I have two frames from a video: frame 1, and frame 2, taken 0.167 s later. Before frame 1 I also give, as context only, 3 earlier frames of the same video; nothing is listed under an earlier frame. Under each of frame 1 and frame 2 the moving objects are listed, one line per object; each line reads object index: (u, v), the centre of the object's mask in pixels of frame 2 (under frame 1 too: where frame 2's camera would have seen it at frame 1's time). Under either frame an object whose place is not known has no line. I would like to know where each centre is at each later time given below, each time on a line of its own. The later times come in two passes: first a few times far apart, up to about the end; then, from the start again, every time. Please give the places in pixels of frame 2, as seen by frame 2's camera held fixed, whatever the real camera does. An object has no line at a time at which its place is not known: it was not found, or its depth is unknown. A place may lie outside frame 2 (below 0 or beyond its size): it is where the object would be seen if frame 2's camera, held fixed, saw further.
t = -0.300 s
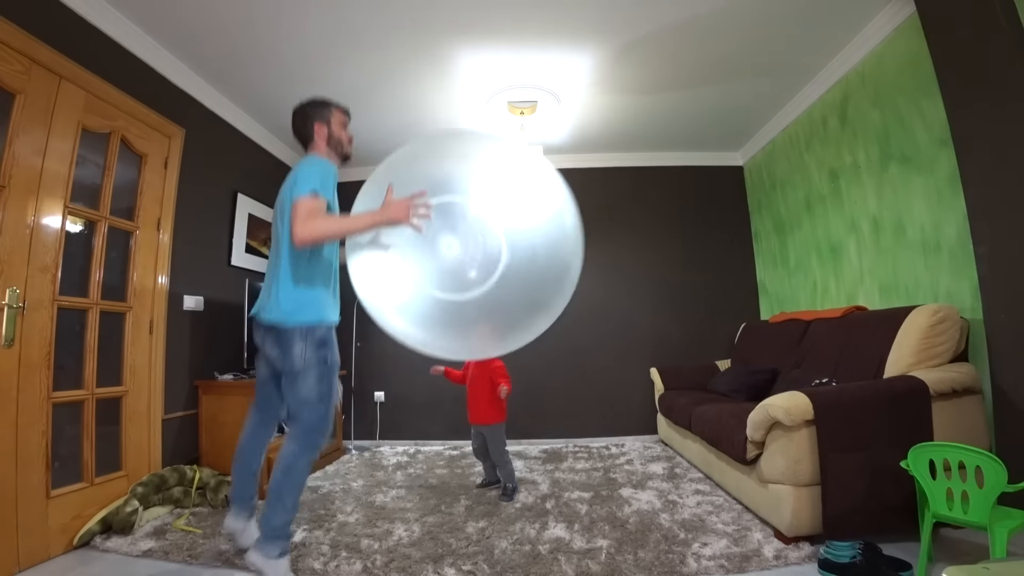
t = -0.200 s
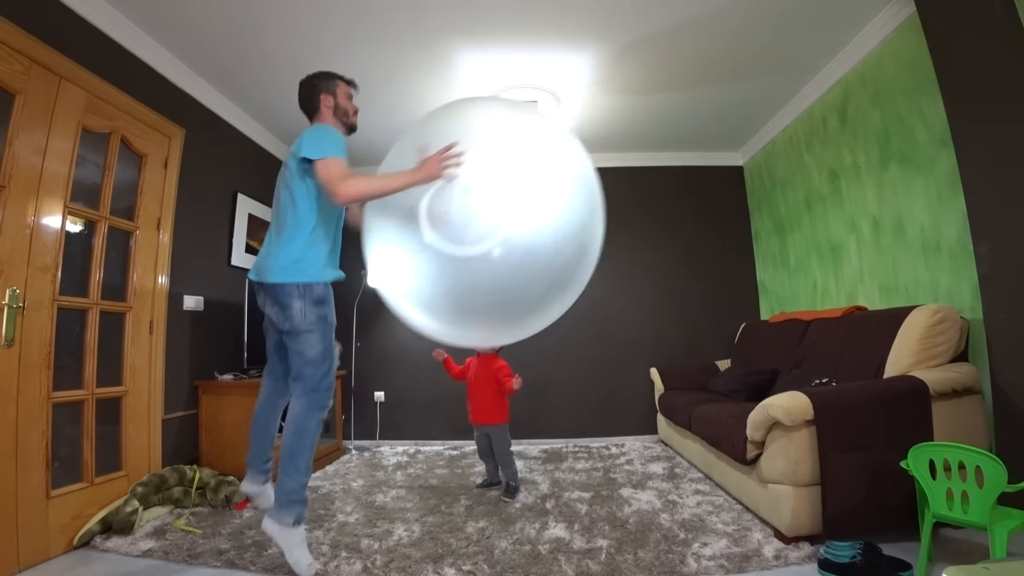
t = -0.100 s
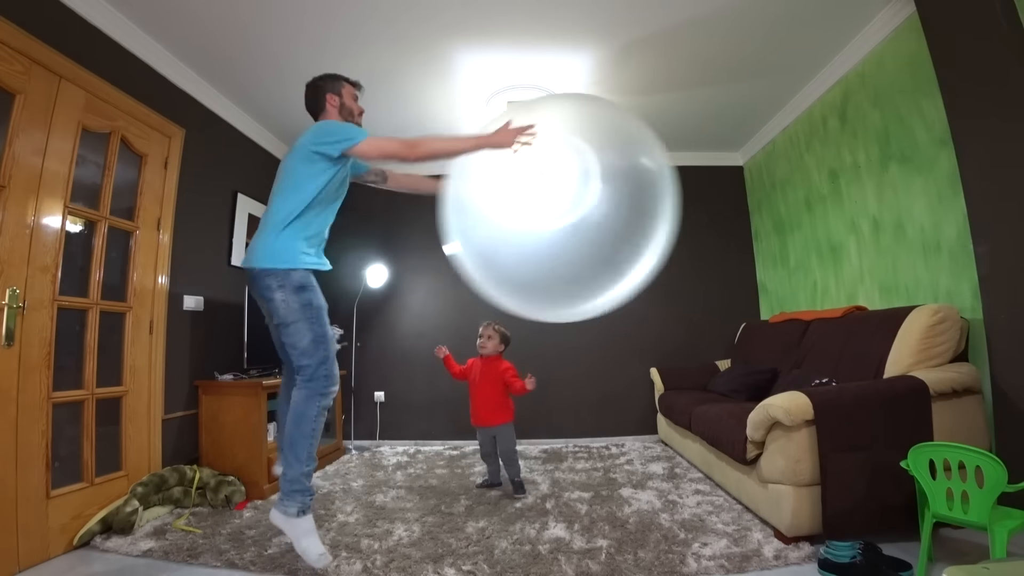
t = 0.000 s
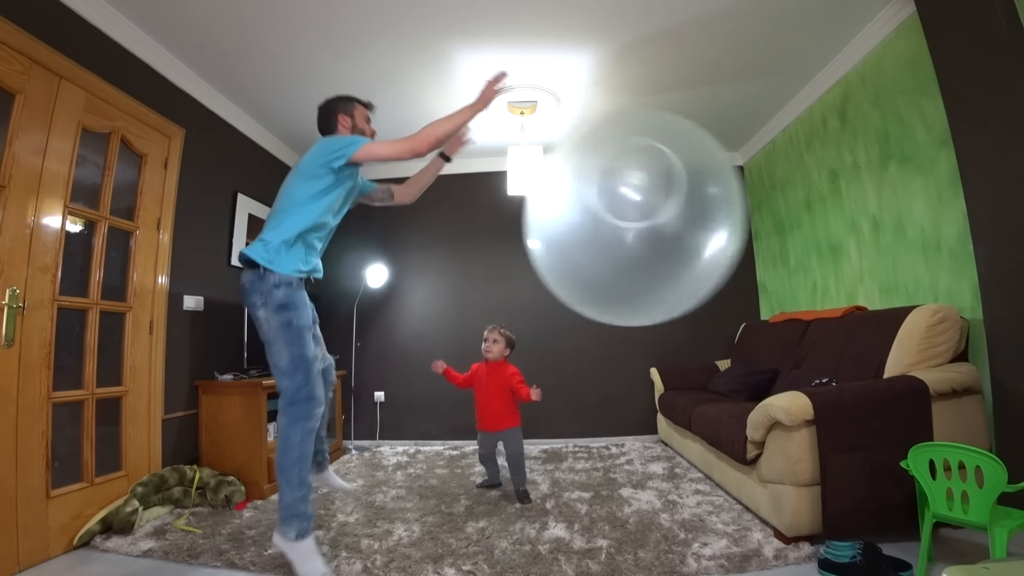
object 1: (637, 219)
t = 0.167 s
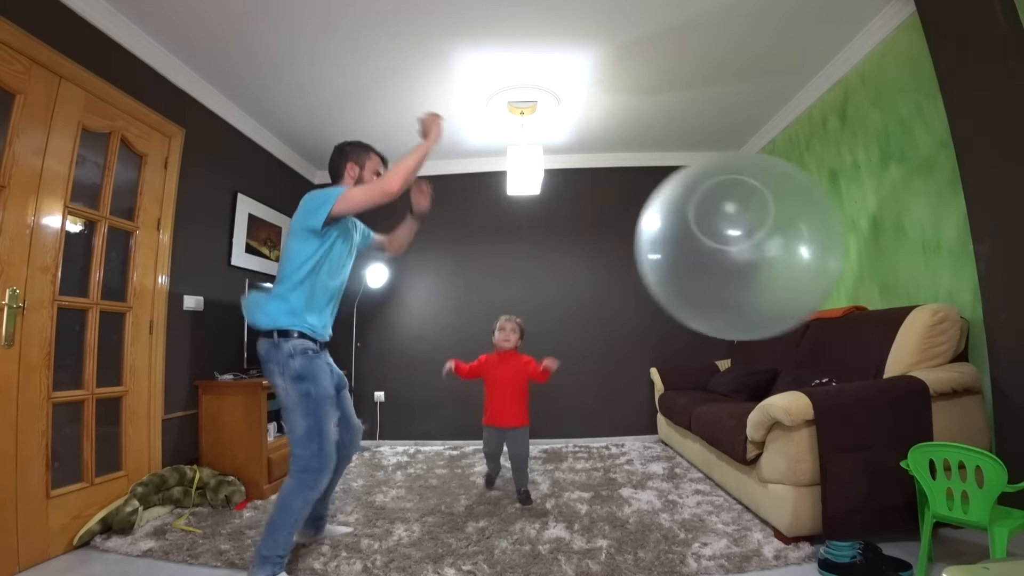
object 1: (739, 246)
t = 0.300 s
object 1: (802, 277)
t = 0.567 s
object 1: (744, 212)
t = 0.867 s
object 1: (661, 157)
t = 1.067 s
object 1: (629, 181)
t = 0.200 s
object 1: (758, 252)
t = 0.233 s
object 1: (773, 260)
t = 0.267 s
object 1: (788, 269)
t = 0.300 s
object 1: (802, 277)
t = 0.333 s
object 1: (812, 278)
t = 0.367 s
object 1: (813, 275)
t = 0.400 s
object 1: (802, 267)
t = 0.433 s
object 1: (787, 255)
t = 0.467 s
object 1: (775, 243)
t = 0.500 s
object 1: (764, 231)
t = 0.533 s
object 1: (754, 221)
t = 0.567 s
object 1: (744, 212)
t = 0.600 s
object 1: (730, 203)
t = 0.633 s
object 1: (720, 194)
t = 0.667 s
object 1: (712, 185)
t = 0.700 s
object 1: (703, 180)
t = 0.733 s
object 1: (693, 174)
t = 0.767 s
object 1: (683, 169)
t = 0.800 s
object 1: (678, 163)
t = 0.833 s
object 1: (670, 161)
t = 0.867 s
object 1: (661, 157)
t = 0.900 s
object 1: (653, 155)
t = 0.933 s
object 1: (647, 159)
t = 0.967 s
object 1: (643, 162)
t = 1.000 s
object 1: (639, 167)
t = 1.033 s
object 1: (633, 175)
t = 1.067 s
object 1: (629, 181)
